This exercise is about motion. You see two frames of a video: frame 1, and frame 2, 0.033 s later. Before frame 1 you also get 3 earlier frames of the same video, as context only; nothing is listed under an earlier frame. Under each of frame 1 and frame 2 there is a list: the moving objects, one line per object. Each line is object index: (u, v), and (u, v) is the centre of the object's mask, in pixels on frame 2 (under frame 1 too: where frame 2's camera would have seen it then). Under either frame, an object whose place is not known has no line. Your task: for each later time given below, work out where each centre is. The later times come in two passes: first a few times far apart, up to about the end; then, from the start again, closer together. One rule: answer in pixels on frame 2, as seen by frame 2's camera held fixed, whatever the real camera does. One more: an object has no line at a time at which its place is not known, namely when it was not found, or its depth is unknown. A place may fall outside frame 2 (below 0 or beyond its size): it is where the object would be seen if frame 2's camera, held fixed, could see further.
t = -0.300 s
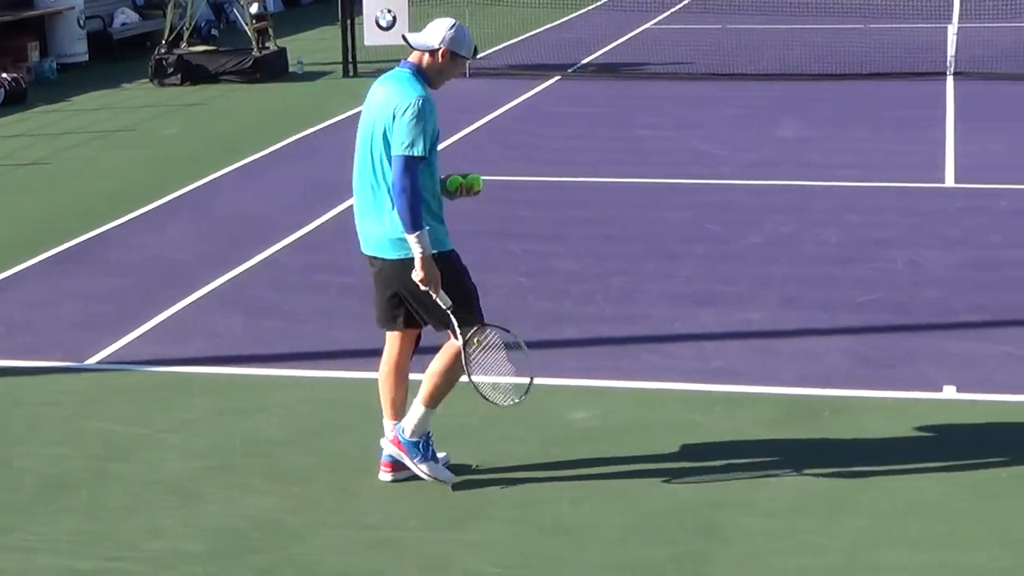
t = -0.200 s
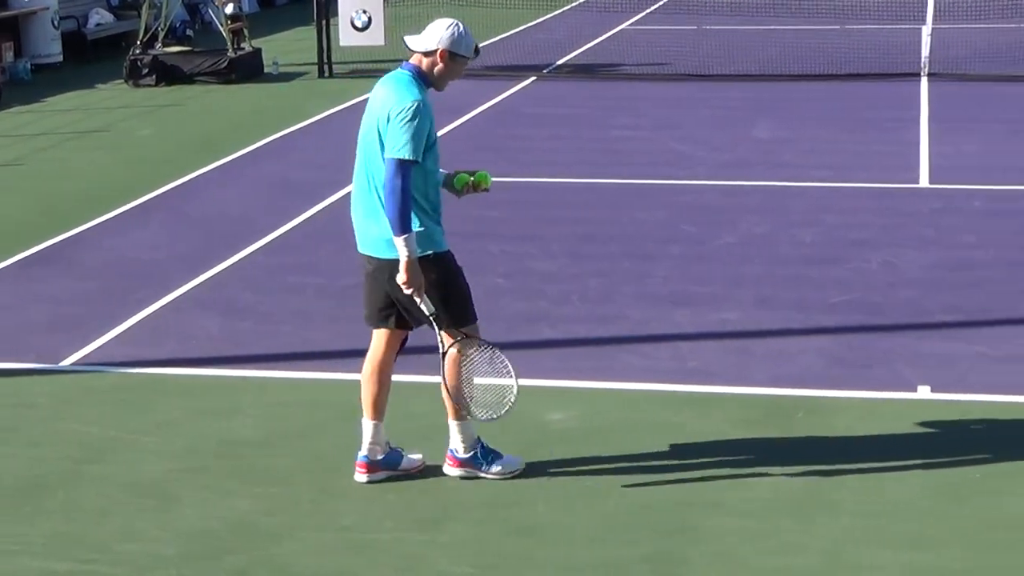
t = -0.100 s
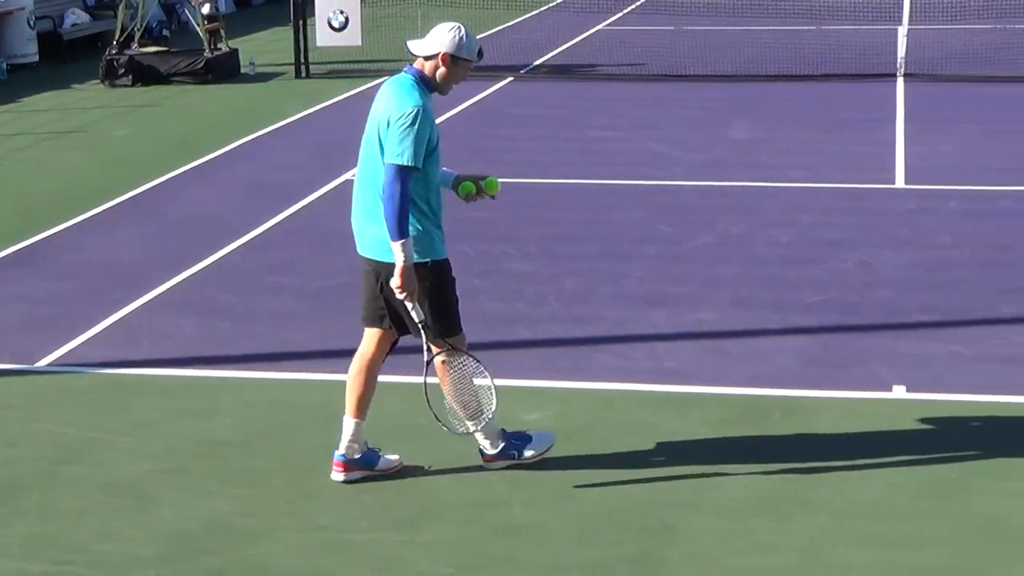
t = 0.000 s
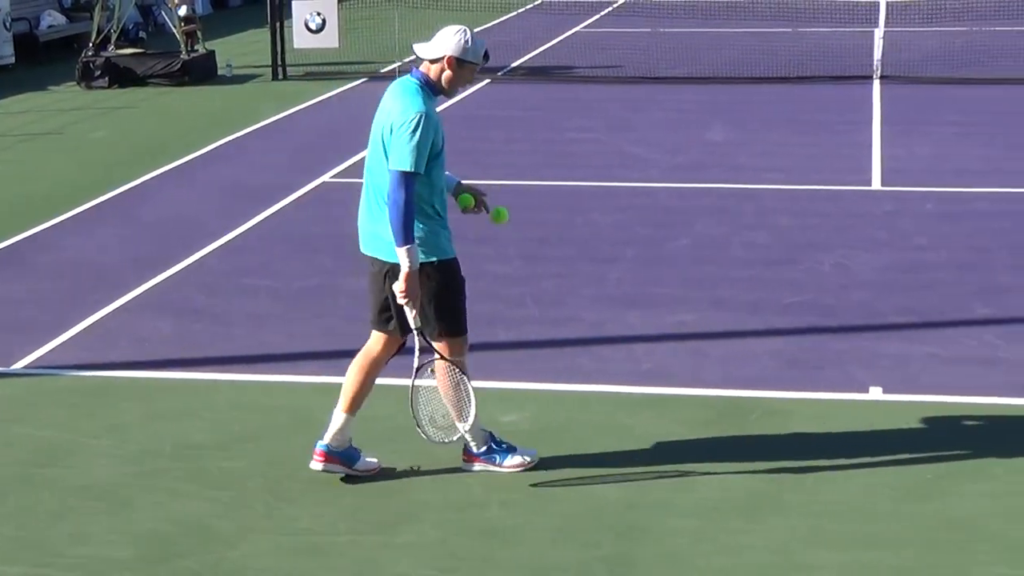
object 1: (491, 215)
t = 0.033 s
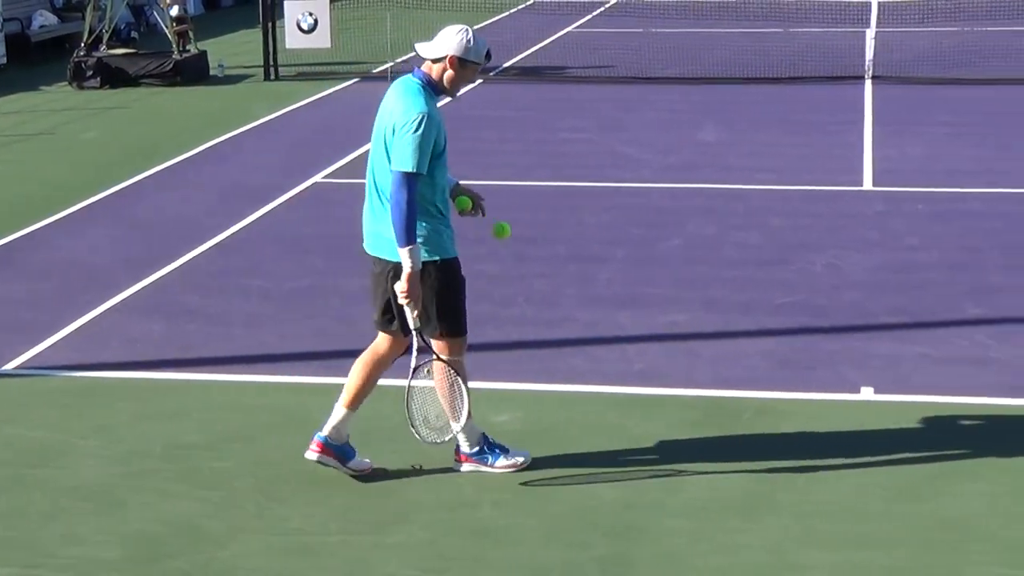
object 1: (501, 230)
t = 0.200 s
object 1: (553, 346)
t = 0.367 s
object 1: (599, 436)
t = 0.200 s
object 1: (553, 346)
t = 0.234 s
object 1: (562, 377)
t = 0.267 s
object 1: (573, 412)
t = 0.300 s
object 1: (584, 449)
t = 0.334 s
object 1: (593, 463)
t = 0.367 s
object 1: (599, 436)
